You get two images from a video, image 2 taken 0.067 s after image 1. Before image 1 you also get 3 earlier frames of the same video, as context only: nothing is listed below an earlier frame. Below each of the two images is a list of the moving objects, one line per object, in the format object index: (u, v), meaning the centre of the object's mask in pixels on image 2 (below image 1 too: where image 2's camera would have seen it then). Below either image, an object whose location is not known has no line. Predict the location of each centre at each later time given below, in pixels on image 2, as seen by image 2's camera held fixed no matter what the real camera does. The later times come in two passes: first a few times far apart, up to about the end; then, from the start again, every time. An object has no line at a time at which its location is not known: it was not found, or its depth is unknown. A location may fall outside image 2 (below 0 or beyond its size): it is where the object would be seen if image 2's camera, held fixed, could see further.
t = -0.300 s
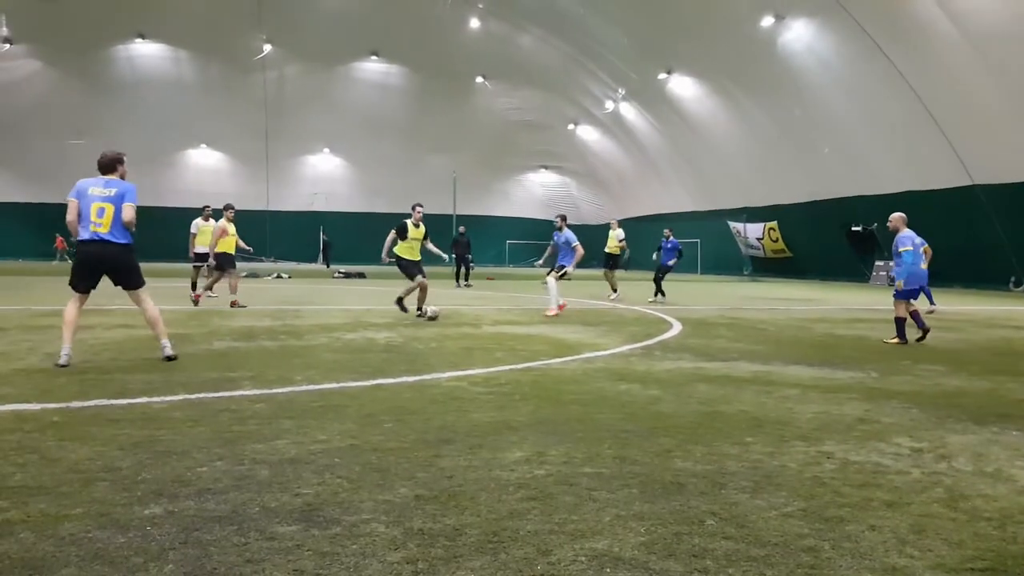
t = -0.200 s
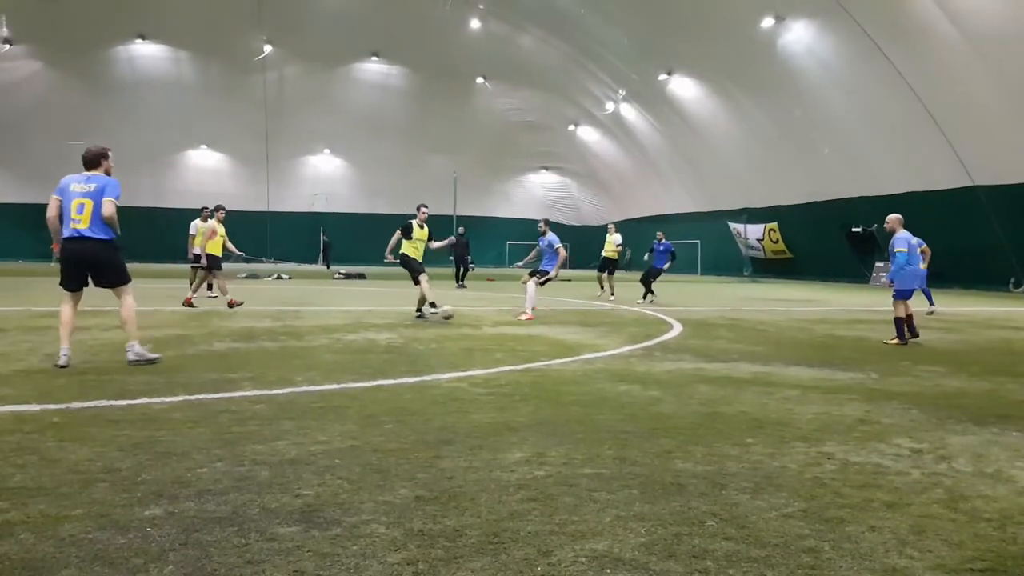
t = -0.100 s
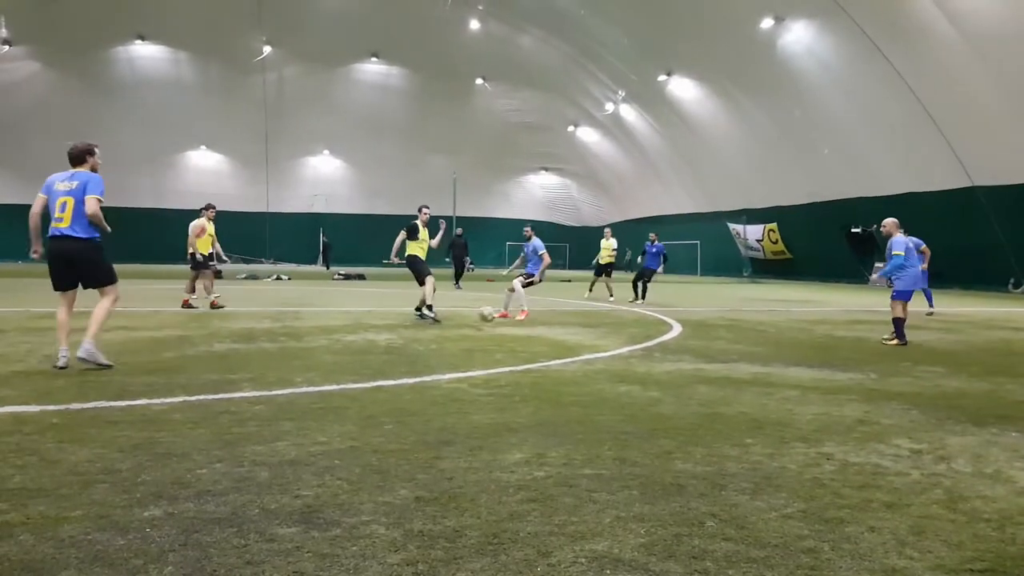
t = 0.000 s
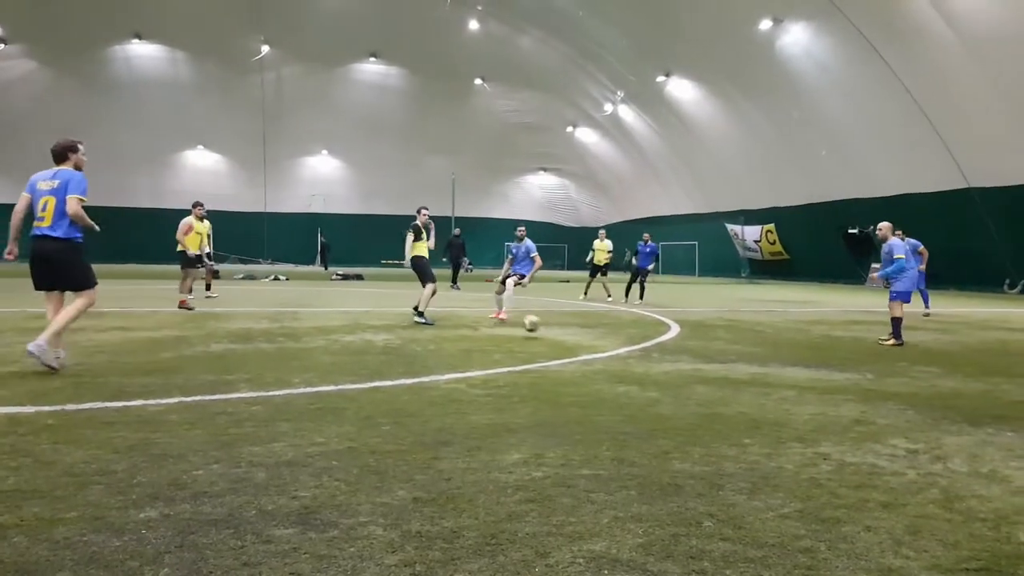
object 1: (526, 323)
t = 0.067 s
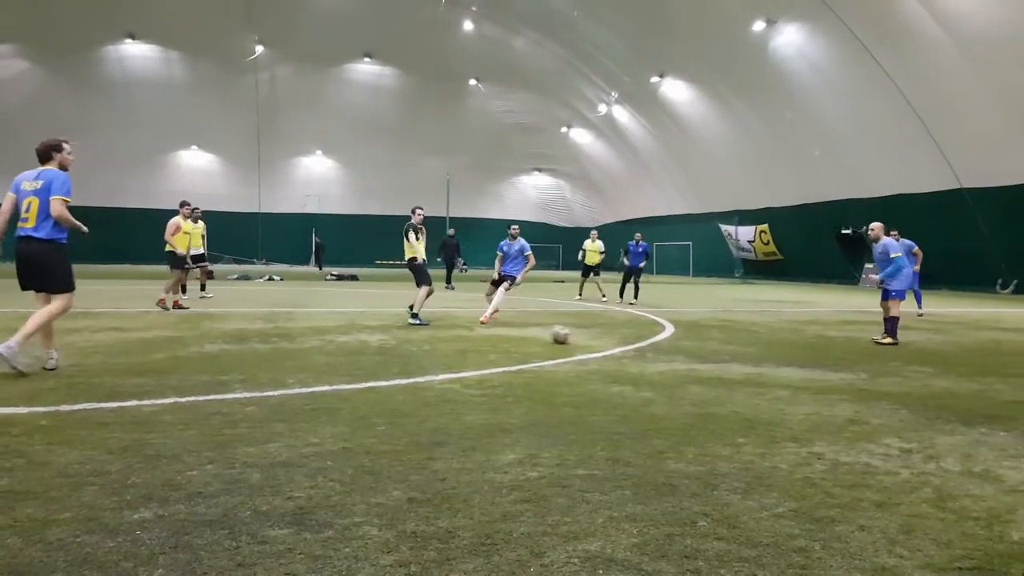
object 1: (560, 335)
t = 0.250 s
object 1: (646, 341)
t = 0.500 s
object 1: (780, 363)
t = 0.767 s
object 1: (940, 392)
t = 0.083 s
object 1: (568, 336)
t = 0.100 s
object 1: (575, 335)
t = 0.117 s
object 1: (582, 335)
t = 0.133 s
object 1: (590, 334)
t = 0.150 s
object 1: (597, 334)
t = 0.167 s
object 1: (605, 335)
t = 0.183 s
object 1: (613, 335)
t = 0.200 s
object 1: (621, 336)
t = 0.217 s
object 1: (630, 337)
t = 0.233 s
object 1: (638, 339)
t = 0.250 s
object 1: (646, 341)
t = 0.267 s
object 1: (654, 344)
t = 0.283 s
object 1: (665, 347)
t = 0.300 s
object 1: (675, 350)
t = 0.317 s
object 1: (684, 352)
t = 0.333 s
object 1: (693, 353)
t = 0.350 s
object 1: (700, 353)
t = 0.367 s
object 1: (709, 352)
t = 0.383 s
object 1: (716, 353)
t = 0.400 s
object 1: (726, 353)
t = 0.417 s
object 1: (735, 354)
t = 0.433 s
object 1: (744, 355)
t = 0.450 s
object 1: (751, 356)
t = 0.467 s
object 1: (762, 358)
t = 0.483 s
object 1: (771, 360)
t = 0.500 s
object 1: (780, 363)
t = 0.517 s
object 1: (790, 367)
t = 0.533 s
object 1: (802, 370)
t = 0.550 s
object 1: (813, 373)
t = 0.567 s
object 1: (820, 374)
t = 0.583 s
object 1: (829, 375)
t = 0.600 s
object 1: (838, 373)
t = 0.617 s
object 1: (847, 373)
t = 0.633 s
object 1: (857, 375)
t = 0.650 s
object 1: (866, 376)
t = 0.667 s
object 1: (876, 377)
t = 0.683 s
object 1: (886, 379)
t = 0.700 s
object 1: (897, 383)
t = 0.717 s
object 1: (907, 385)
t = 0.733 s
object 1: (918, 389)
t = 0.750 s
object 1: (929, 391)
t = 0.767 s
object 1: (940, 392)
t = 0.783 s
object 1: (953, 394)
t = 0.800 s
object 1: (965, 394)
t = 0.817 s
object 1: (978, 396)
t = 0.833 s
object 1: (989, 397)
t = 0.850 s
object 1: (1003, 400)
